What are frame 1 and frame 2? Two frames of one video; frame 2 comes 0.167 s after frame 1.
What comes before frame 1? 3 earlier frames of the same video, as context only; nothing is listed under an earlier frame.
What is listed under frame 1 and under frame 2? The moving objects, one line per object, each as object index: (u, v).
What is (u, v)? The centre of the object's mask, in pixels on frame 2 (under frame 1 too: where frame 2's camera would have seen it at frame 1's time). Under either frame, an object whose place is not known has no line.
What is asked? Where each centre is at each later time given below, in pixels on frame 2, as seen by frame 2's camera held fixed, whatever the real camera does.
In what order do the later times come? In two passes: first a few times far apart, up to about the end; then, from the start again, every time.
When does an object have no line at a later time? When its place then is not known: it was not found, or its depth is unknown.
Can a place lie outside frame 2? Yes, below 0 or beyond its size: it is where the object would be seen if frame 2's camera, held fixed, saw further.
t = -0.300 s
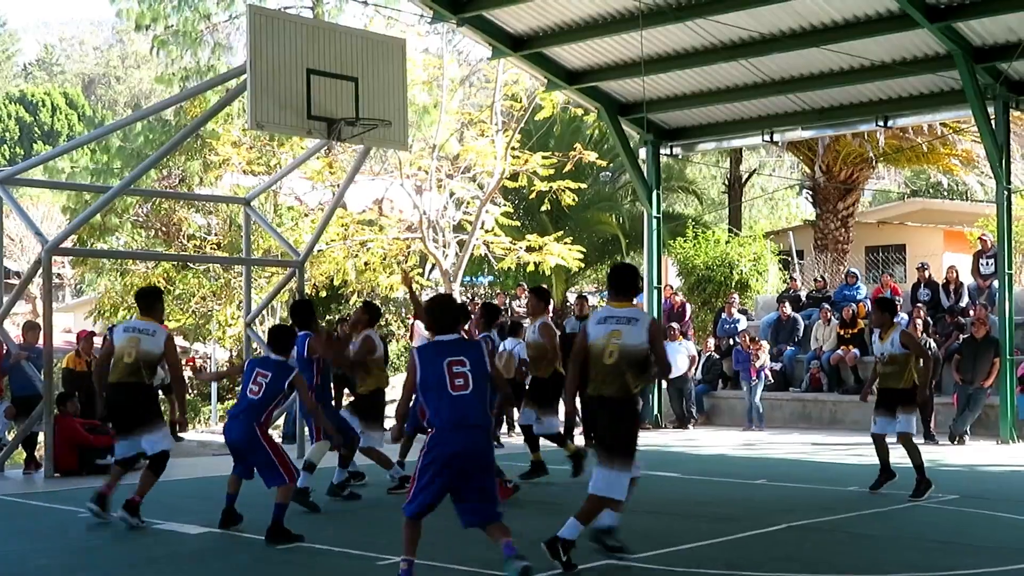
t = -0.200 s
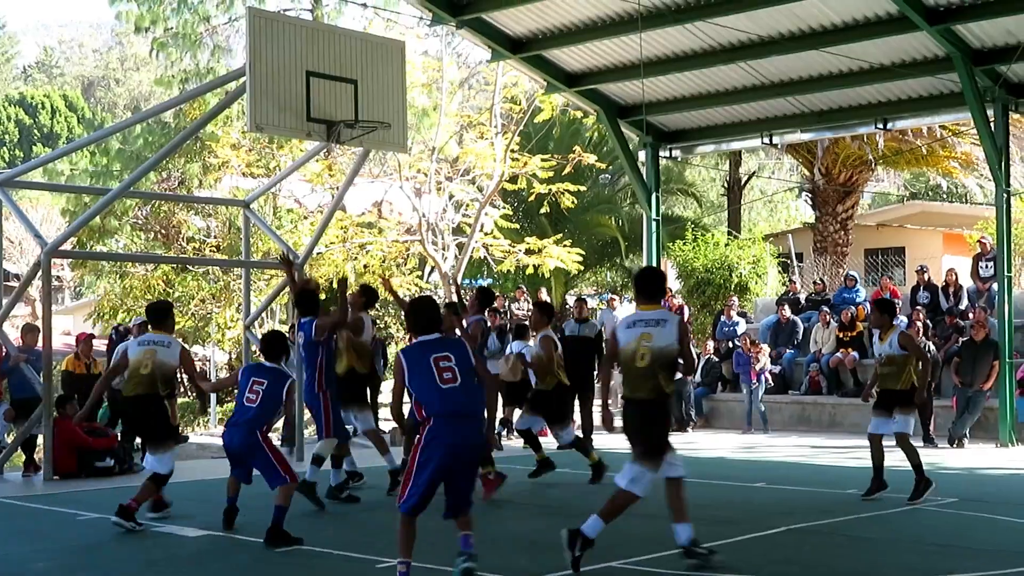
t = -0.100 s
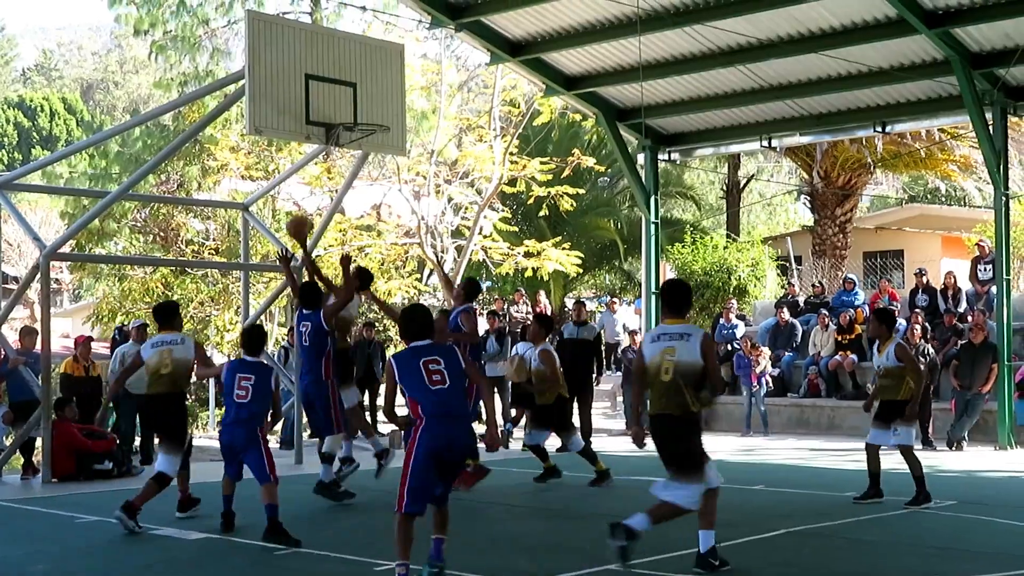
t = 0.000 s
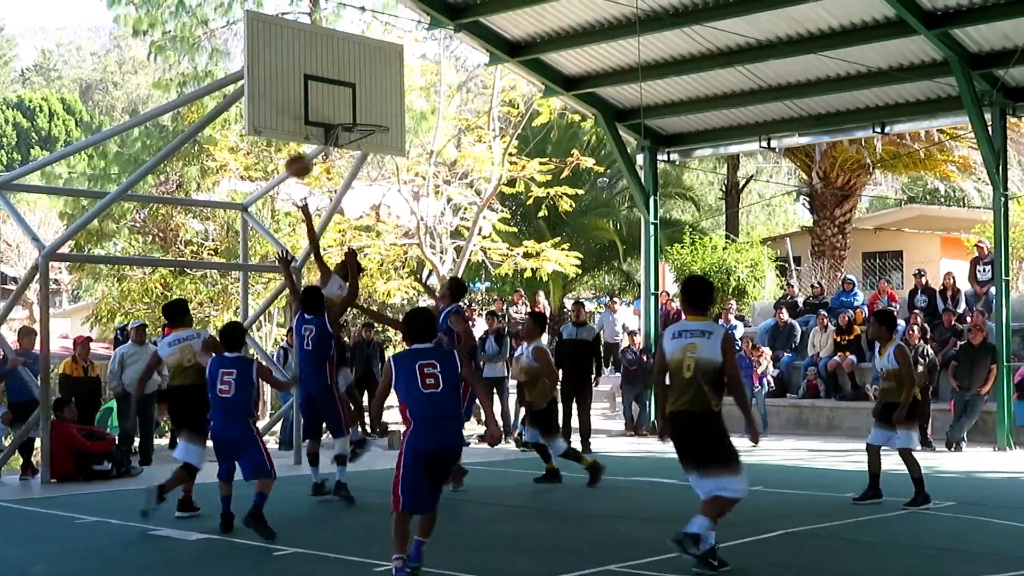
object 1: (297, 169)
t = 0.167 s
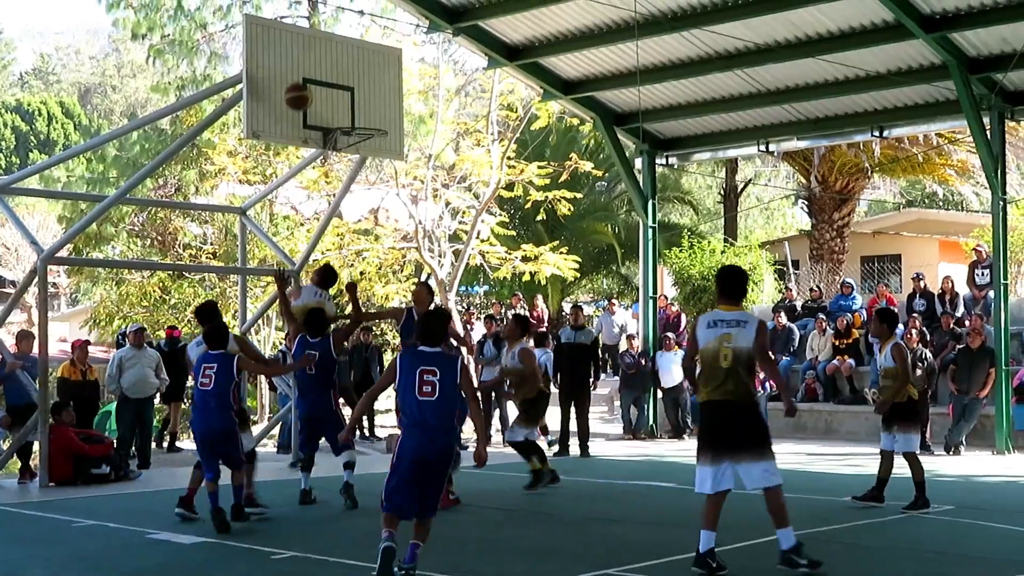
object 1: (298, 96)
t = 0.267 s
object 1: (299, 69)
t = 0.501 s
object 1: (299, 48)
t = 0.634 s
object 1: (299, 65)
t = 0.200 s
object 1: (298, 86)
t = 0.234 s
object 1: (298, 77)
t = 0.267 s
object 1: (299, 69)
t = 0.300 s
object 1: (299, 62)
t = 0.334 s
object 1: (299, 56)
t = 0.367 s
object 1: (299, 52)
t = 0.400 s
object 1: (299, 49)
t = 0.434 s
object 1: (299, 48)
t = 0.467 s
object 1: (299, 48)
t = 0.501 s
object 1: (299, 48)
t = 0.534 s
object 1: (299, 51)
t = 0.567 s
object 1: (299, 54)
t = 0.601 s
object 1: (299, 59)
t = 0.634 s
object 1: (299, 65)
